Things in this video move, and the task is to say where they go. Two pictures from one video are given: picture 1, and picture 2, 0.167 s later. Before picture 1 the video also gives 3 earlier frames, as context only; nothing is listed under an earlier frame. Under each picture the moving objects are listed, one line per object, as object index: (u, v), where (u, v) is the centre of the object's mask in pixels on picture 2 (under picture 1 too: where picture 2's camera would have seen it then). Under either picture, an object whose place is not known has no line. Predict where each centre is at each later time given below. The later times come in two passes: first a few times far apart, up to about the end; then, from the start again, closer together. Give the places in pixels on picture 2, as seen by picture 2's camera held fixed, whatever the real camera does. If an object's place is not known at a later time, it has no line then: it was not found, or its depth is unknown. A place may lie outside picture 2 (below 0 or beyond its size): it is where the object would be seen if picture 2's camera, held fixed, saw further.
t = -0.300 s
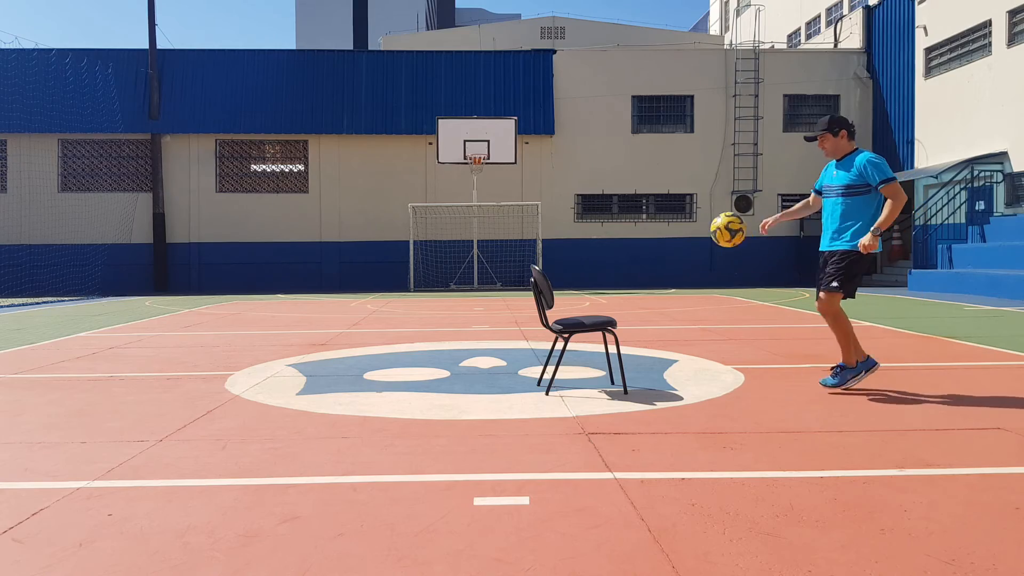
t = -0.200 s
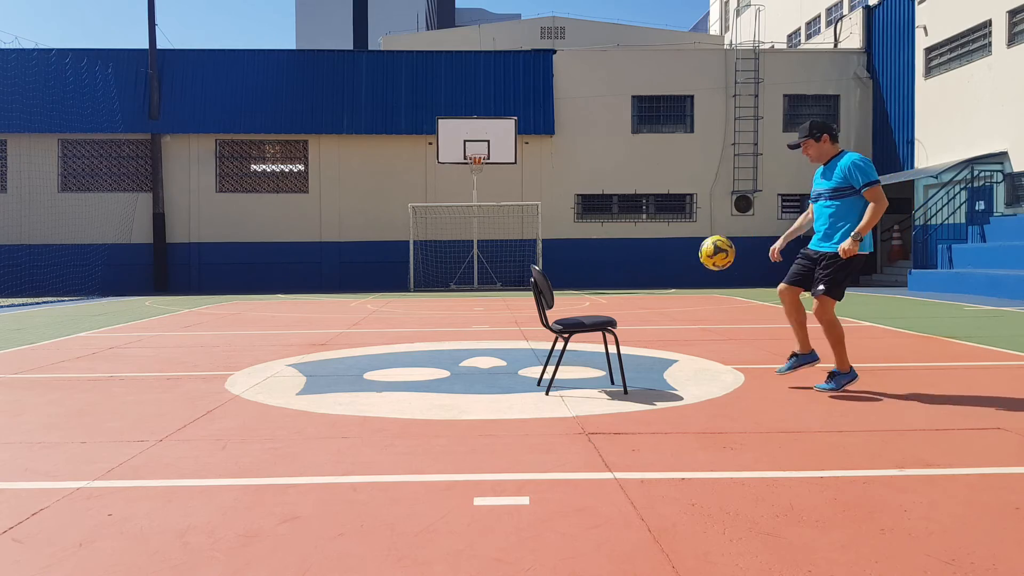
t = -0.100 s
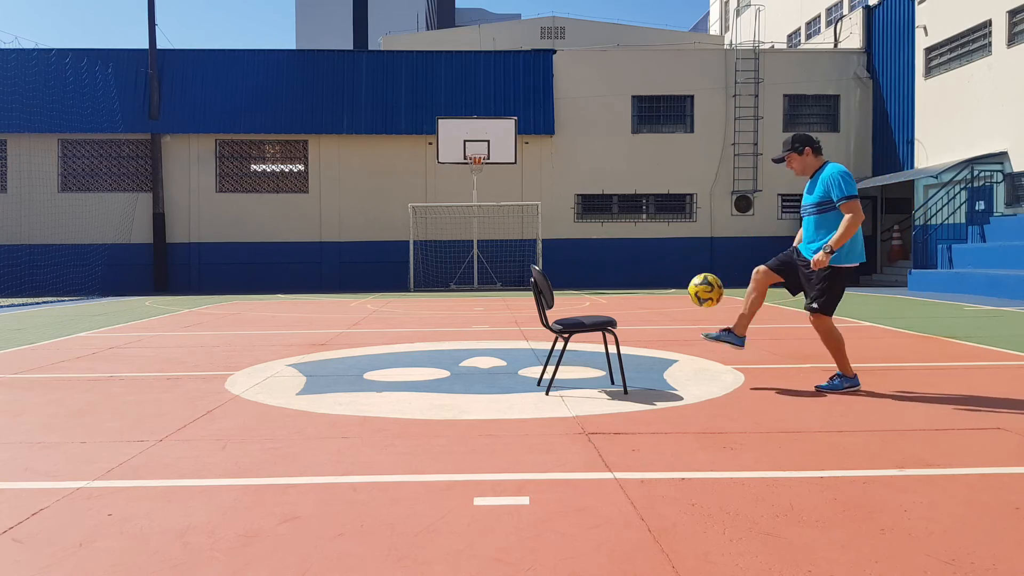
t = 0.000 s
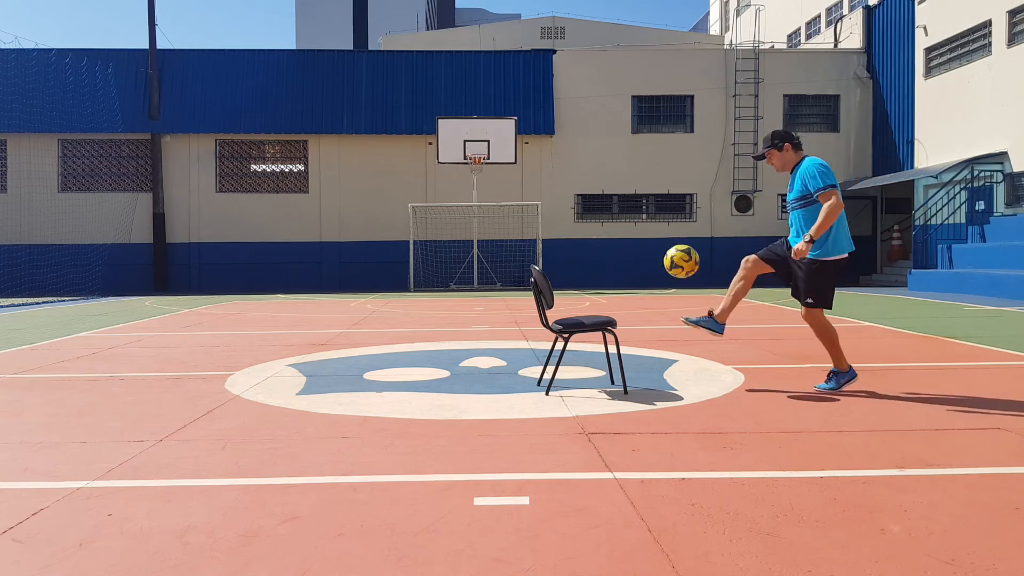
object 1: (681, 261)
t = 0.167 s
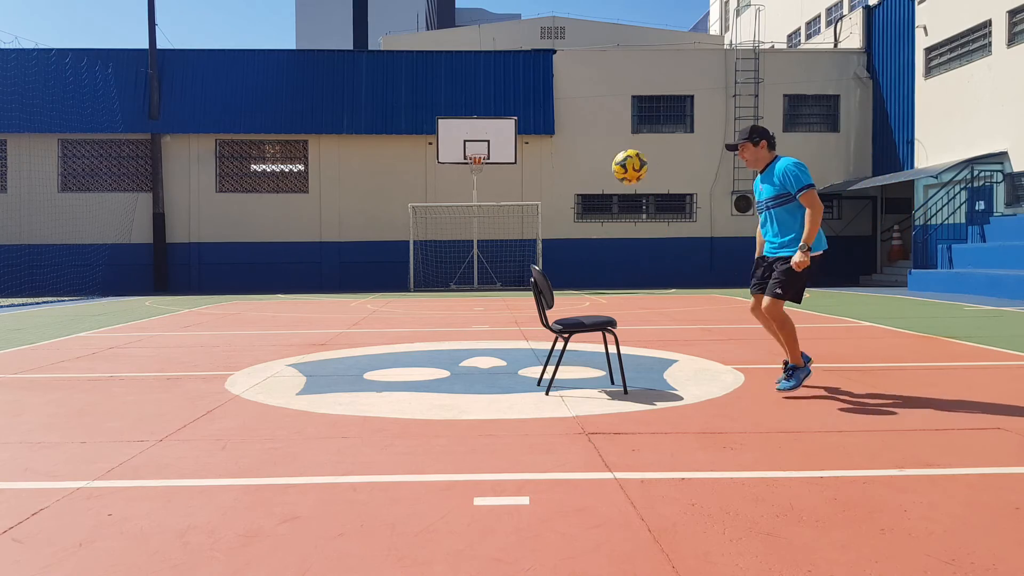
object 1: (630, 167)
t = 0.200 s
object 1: (619, 152)
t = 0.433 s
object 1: (541, 95)
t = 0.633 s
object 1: (469, 113)
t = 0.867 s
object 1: (379, 226)
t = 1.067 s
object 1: (299, 396)
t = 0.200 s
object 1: (619, 152)
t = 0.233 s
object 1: (608, 139)
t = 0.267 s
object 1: (598, 127)
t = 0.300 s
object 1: (587, 118)
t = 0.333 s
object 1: (576, 109)
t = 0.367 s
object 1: (564, 103)
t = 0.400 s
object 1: (553, 98)
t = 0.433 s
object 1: (541, 95)
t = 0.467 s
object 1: (530, 93)
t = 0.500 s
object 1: (518, 93)
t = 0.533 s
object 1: (506, 96)
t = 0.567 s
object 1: (494, 100)
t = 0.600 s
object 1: (482, 105)
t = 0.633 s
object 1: (469, 113)
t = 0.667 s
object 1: (457, 123)
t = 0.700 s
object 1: (444, 135)
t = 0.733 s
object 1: (431, 149)
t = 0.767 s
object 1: (419, 165)
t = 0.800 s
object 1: (405, 183)
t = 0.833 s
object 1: (393, 203)
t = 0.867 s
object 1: (379, 226)
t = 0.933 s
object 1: (352, 277)
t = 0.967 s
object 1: (339, 306)
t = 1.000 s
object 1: (325, 338)
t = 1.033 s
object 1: (311, 373)
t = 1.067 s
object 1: (299, 396)
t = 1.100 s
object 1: (293, 369)
